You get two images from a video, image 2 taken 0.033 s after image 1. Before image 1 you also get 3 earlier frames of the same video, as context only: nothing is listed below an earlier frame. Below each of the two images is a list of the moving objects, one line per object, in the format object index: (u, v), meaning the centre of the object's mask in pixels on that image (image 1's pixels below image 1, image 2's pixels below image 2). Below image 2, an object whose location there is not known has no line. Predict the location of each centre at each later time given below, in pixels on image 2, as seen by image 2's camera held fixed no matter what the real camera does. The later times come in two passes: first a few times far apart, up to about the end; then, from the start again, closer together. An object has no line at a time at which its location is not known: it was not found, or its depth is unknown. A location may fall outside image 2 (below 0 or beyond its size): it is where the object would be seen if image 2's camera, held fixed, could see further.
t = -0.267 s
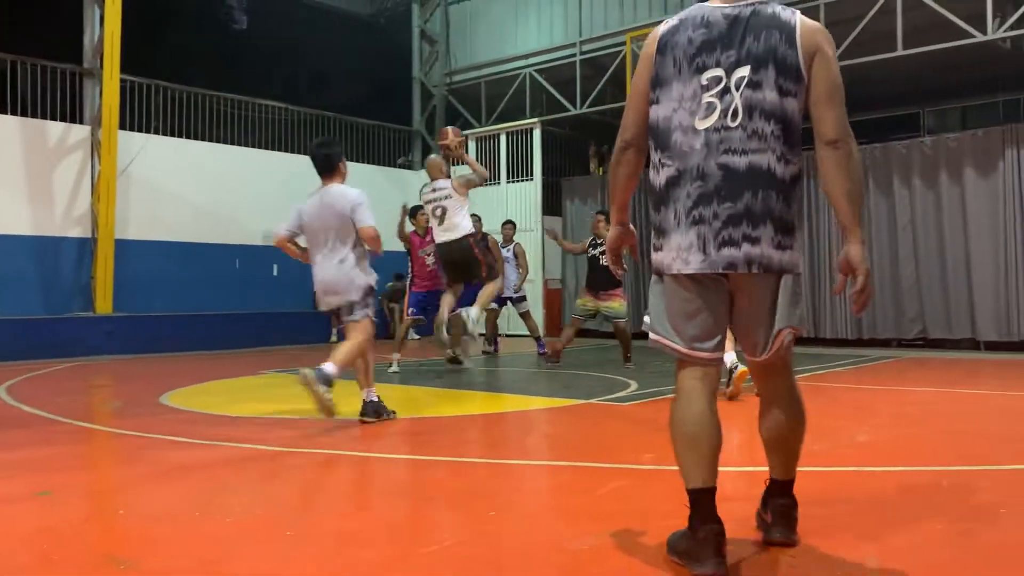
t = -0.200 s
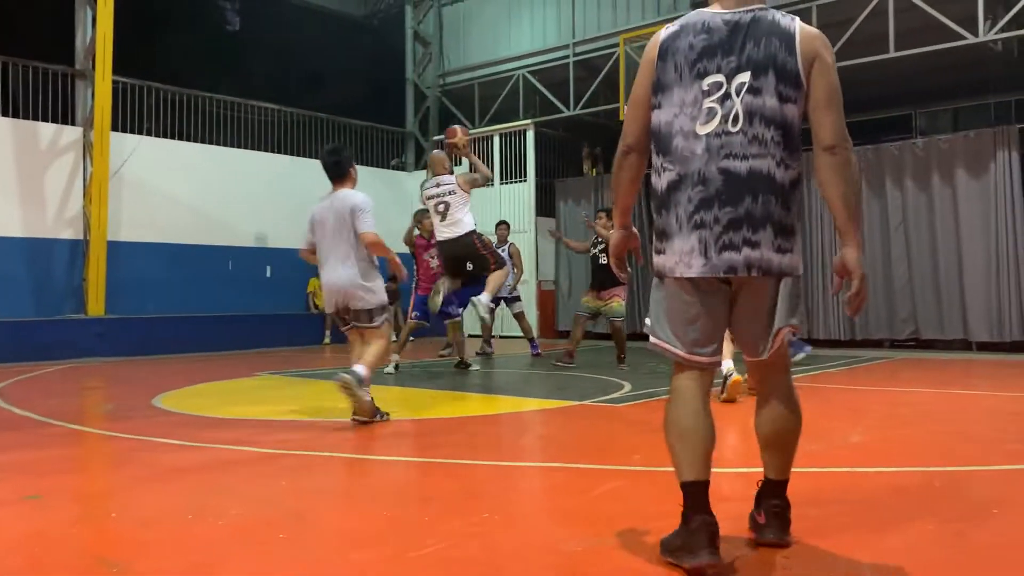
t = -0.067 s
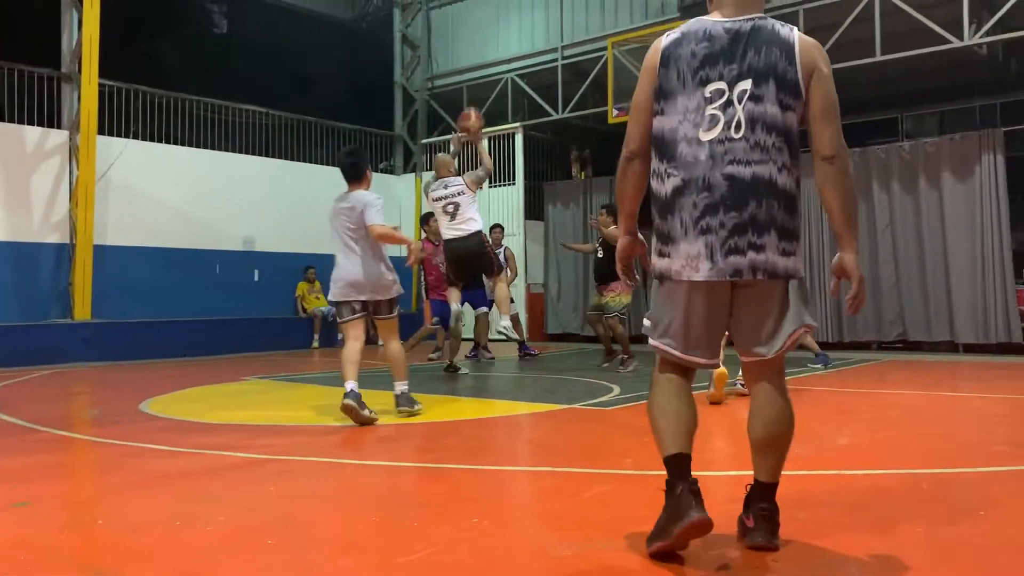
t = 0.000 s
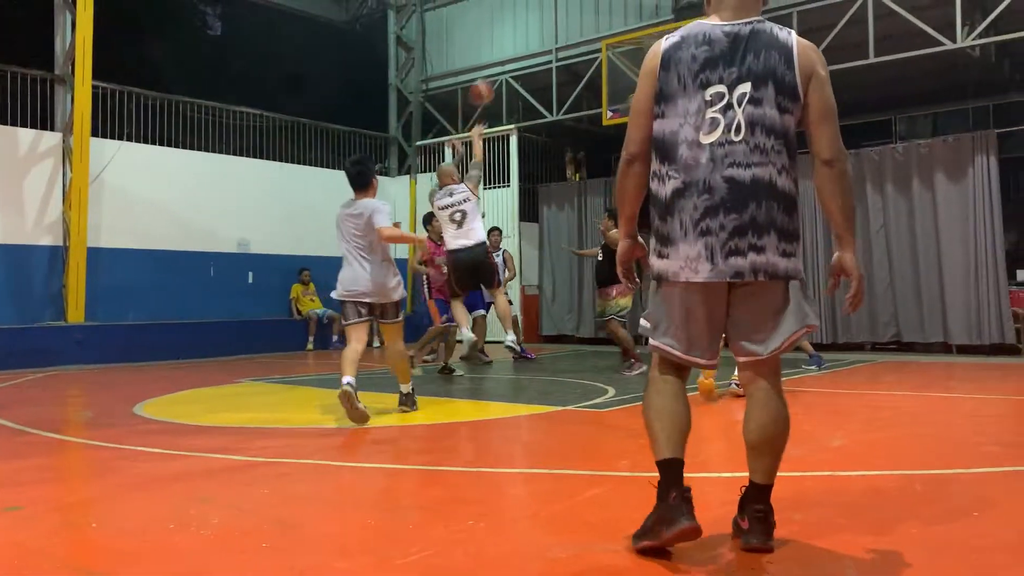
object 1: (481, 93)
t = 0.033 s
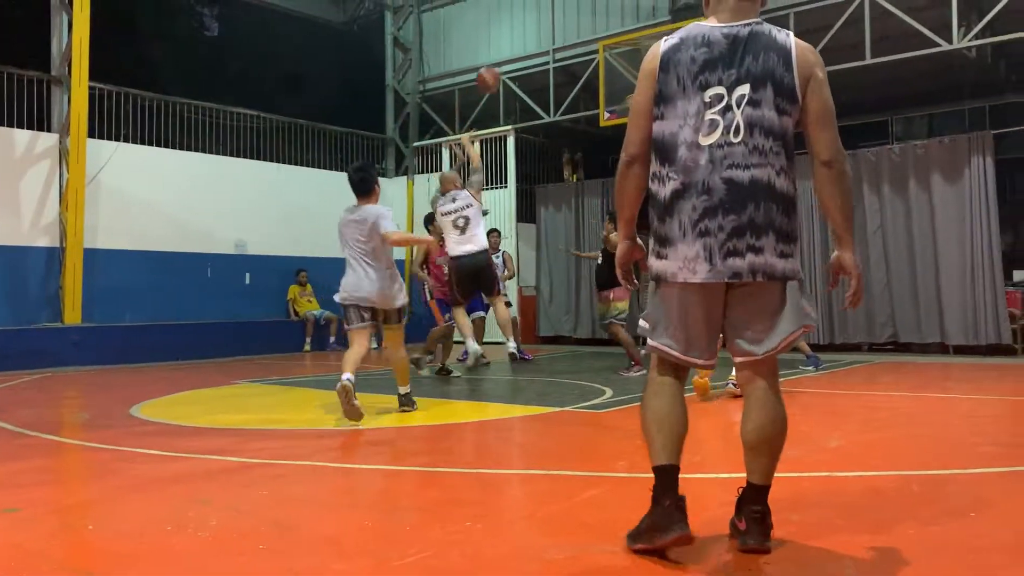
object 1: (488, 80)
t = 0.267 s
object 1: (544, 22)
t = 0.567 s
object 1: (605, 30)
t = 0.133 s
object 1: (513, 48)
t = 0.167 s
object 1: (521, 39)
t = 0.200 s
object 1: (529, 32)
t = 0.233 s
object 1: (537, 26)
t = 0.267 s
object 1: (544, 22)
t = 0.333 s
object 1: (558, 17)
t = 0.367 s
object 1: (565, 16)
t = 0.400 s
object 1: (573, 16)
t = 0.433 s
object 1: (580, 17)
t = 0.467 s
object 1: (586, 19)
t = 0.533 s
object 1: (599, 26)
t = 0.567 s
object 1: (605, 30)
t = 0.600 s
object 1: (613, 37)
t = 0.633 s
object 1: (619, 42)
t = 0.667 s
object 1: (625, 52)
